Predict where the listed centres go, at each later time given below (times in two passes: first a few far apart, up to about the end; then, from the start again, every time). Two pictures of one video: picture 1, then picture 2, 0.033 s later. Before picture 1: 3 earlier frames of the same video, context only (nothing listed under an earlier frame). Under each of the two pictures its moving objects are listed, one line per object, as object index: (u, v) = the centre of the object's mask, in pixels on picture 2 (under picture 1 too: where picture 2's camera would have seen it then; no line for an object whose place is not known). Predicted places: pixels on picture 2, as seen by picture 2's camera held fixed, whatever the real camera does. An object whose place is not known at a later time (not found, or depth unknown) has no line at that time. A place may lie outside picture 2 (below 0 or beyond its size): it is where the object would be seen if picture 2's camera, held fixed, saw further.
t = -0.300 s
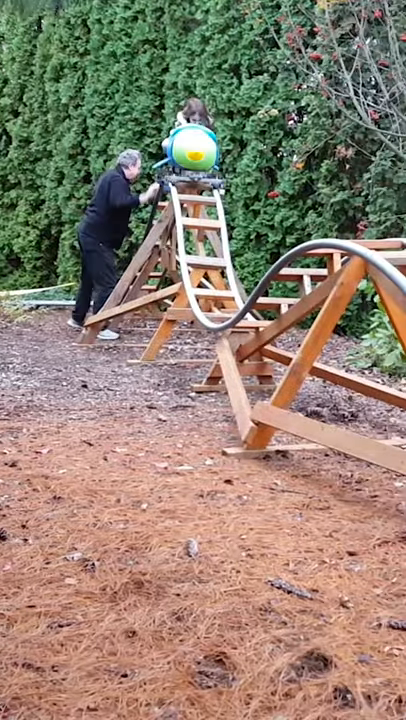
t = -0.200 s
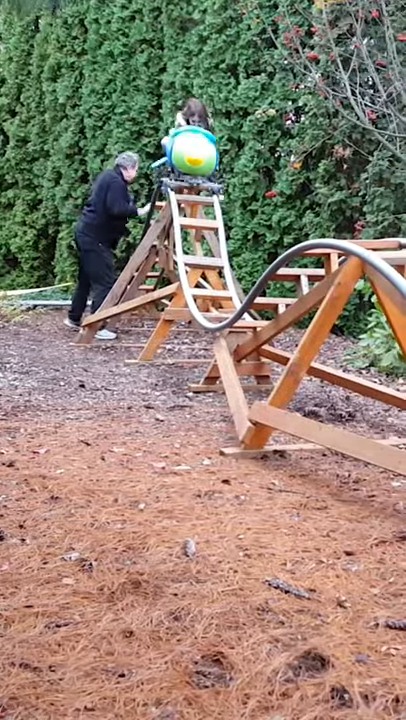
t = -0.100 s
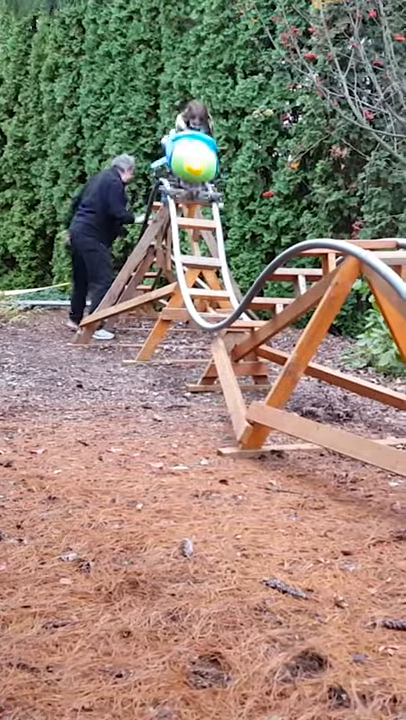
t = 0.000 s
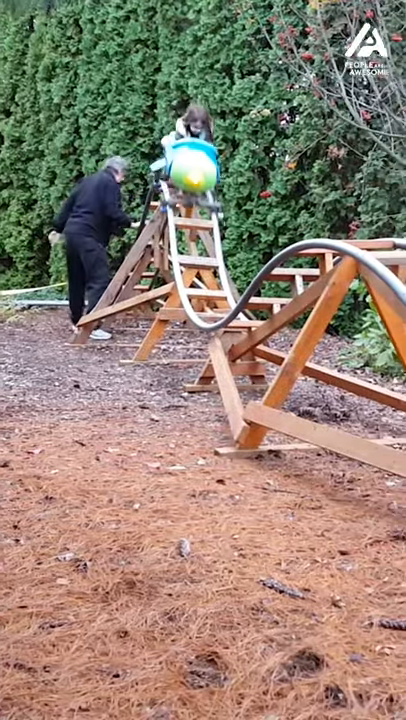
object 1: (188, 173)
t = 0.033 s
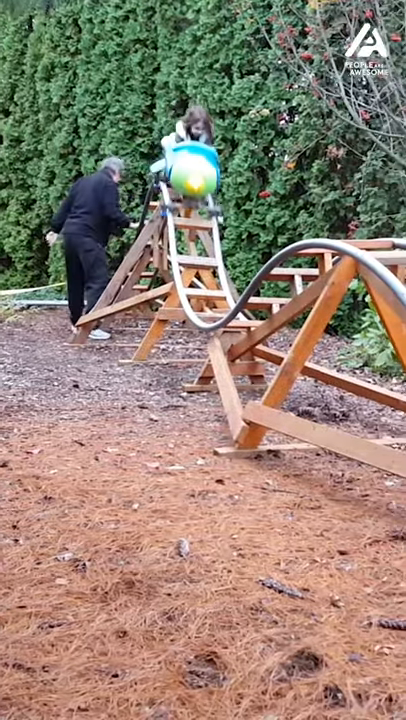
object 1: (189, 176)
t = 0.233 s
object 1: (196, 209)
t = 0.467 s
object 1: (211, 267)
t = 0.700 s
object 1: (242, 265)
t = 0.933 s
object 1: (301, 209)
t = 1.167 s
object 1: (353, 193)
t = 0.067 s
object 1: (191, 180)
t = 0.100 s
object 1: (191, 184)
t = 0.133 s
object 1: (192, 187)
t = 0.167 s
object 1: (193, 192)
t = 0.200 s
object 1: (194, 198)
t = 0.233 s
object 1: (196, 209)
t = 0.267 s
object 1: (196, 218)
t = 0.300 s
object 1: (199, 227)
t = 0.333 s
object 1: (201, 235)
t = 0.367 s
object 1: (203, 244)
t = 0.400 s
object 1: (204, 257)
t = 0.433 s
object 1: (208, 265)
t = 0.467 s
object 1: (211, 267)
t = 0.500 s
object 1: (213, 277)
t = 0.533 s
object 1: (215, 279)
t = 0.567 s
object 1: (219, 280)
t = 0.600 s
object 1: (223, 280)
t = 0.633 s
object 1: (229, 276)
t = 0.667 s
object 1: (235, 270)
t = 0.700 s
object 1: (242, 265)
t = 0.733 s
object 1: (249, 256)
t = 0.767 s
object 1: (260, 245)
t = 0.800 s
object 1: (269, 235)
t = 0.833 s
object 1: (276, 229)
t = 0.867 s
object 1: (283, 222)
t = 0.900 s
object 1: (292, 217)
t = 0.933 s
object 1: (301, 209)
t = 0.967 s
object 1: (308, 204)
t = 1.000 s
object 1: (318, 201)
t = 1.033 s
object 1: (325, 196)
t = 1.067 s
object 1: (332, 194)
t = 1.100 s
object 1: (338, 193)
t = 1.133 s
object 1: (347, 193)
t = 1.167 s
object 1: (353, 193)
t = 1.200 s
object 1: (360, 192)
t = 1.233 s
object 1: (367, 192)
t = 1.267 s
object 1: (375, 193)
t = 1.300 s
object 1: (384, 196)
